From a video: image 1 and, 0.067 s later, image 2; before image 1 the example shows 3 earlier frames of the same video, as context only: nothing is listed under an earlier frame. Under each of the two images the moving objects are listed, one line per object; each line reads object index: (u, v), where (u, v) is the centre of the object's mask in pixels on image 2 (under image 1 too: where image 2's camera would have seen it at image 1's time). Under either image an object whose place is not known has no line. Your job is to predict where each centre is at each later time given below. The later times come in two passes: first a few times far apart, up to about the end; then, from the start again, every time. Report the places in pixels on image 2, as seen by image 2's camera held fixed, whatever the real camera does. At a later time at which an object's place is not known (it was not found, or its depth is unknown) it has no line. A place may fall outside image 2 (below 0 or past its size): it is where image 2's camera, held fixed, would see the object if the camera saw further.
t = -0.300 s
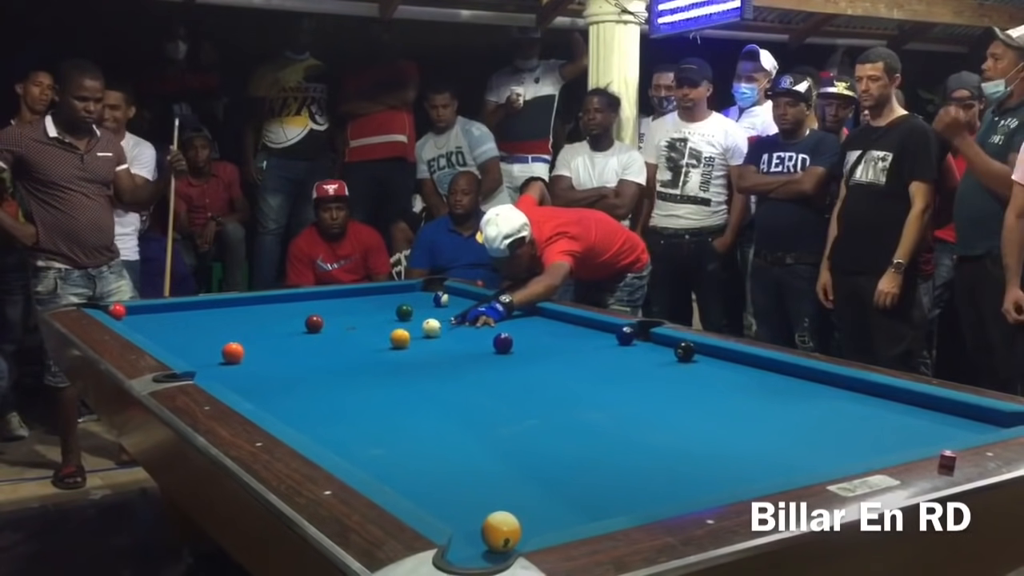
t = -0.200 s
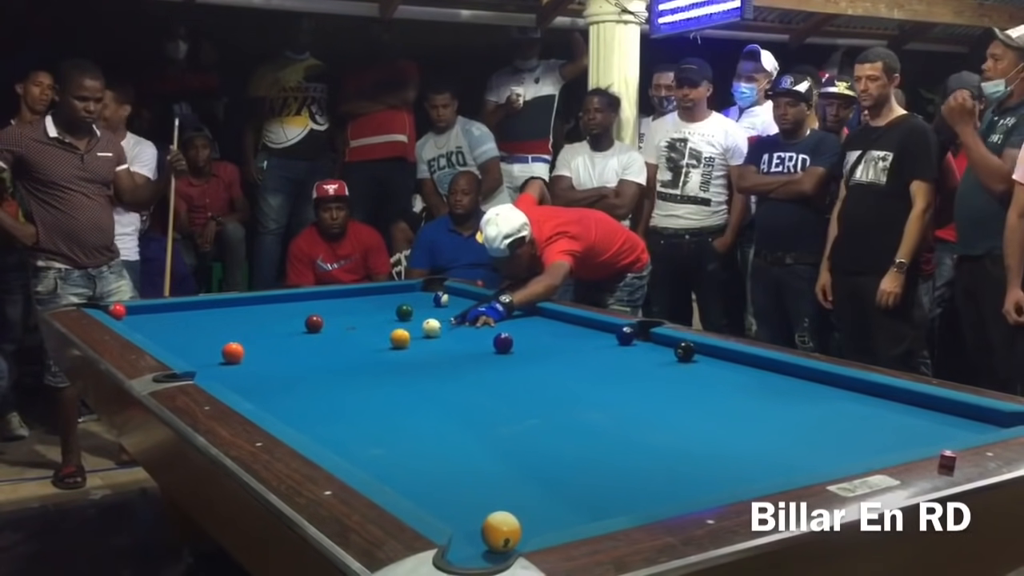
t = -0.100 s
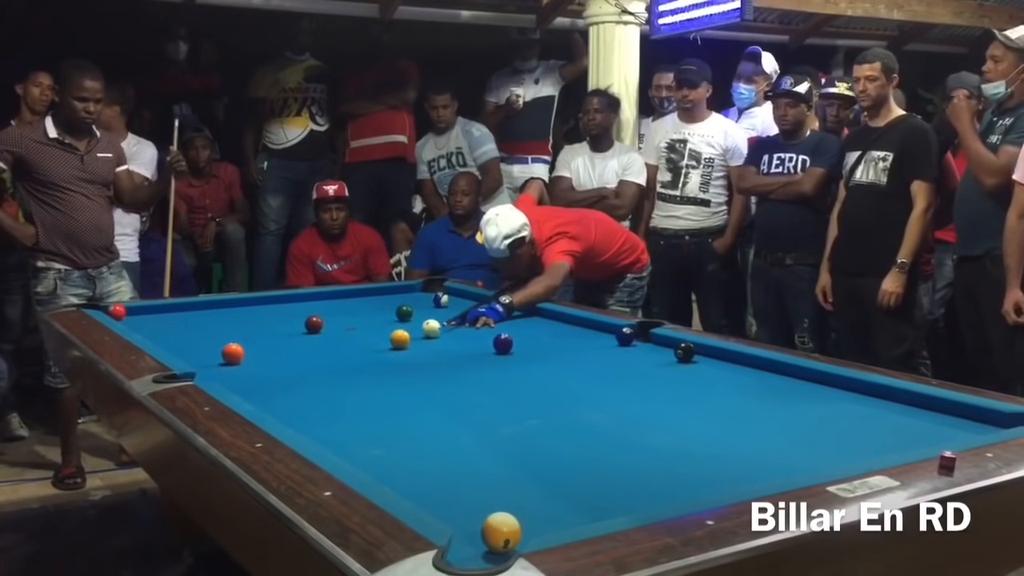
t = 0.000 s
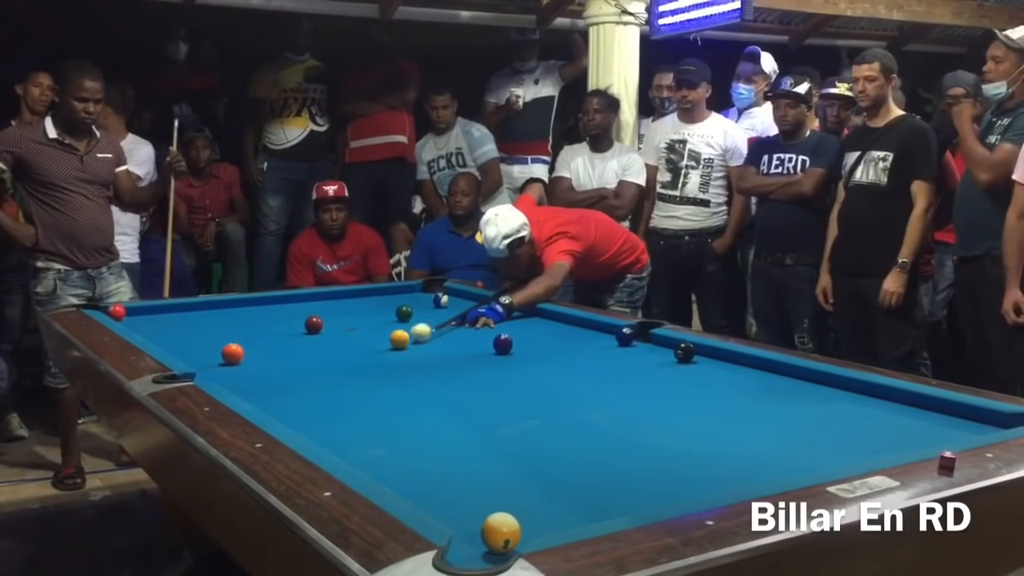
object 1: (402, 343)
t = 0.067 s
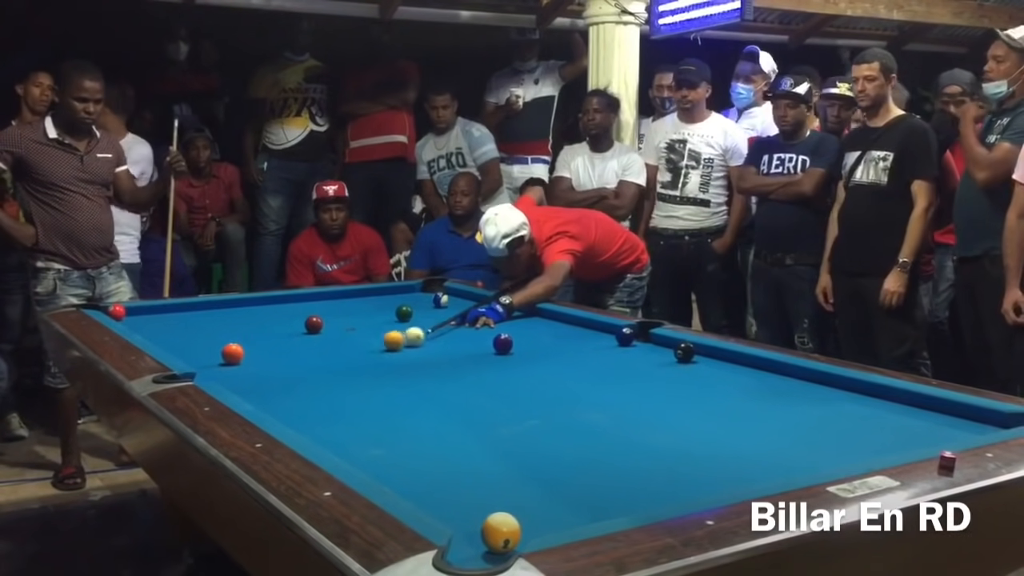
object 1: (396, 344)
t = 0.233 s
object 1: (361, 351)
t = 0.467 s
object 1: (310, 362)
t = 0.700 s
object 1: (257, 374)
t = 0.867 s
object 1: (219, 377)
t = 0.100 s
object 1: (388, 345)
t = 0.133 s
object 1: (381, 347)
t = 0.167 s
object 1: (374, 349)
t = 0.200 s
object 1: (367, 350)
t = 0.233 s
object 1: (361, 351)
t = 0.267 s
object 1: (354, 353)
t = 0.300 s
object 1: (347, 354)
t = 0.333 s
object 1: (340, 356)
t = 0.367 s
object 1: (332, 357)
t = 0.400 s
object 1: (325, 359)
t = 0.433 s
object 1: (318, 361)
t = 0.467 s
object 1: (310, 362)
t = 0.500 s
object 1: (303, 364)
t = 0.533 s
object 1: (295, 365)
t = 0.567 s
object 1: (288, 367)
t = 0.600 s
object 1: (281, 369)
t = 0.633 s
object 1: (272, 370)
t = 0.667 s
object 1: (265, 372)
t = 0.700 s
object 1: (257, 374)
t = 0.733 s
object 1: (248, 376)
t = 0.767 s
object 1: (241, 378)
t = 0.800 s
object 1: (233, 379)
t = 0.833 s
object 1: (227, 379)
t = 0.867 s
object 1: (219, 377)
